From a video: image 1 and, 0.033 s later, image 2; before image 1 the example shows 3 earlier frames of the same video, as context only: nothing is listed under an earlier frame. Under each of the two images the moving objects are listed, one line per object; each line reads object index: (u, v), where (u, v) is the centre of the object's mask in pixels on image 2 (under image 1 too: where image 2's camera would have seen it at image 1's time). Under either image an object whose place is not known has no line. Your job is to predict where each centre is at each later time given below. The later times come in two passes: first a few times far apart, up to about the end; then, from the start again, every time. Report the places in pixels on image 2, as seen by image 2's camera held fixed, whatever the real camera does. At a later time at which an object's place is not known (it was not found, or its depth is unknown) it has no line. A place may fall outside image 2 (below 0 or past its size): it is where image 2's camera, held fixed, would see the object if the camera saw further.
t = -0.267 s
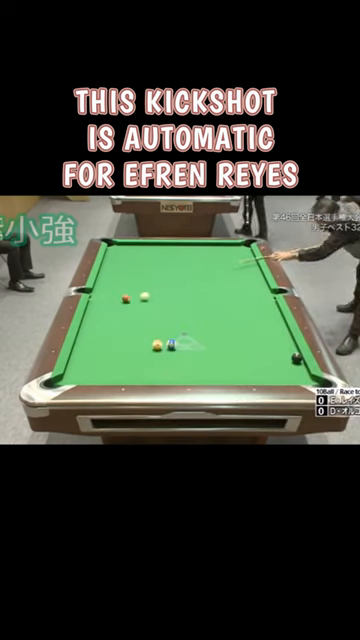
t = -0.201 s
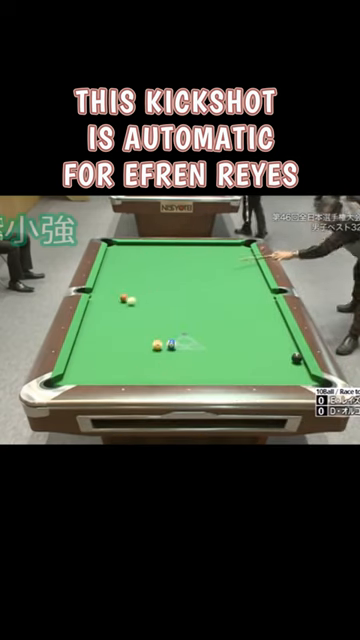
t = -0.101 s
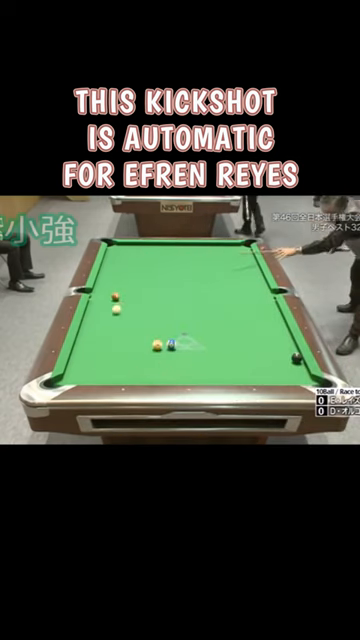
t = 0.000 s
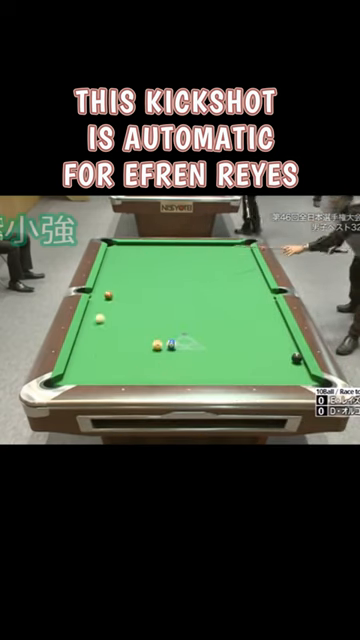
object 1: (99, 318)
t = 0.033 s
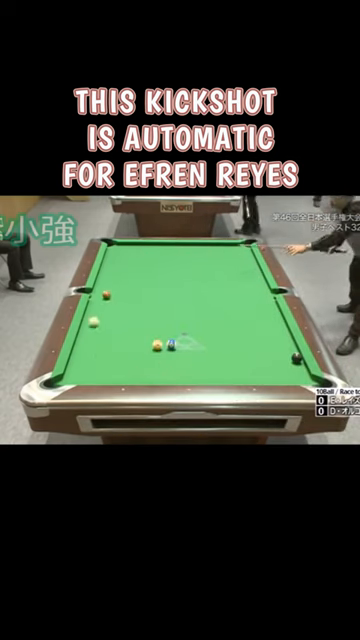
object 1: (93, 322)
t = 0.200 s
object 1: (92, 337)
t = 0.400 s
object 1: (105, 358)
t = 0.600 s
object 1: (122, 377)
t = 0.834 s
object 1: (156, 362)
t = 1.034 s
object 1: (182, 351)
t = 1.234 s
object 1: (206, 341)
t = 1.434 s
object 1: (227, 332)
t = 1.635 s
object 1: (247, 324)
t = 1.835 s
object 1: (265, 316)
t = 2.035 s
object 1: (272, 309)
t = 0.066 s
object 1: (87, 325)
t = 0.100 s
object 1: (84, 328)
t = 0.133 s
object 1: (87, 331)
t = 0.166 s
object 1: (89, 334)
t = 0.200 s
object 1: (92, 337)
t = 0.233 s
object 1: (94, 341)
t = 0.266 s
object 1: (96, 344)
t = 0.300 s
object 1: (98, 347)
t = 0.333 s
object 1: (101, 351)
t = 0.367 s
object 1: (103, 354)
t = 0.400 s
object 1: (105, 358)
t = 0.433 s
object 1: (107, 362)
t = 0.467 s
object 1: (110, 366)
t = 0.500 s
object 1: (112, 369)
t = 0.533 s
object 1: (115, 373)
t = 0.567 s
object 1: (117, 376)
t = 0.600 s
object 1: (122, 377)
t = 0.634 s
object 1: (127, 375)
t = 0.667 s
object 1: (133, 373)
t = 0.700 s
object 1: (137, 370)
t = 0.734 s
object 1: (142, 368)
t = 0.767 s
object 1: (147, 366)
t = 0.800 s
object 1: (152, 364)
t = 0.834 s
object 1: (156, 362)
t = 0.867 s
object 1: (161, 360)
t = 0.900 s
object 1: (165, 359)
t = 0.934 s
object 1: (170, 357)
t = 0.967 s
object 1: (174, 355)
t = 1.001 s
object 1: (178, 353)
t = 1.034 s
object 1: (182, 351)
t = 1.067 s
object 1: (186, 349)
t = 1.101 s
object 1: (190, 348)
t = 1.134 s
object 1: (194, 346)
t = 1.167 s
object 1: (198, 344)
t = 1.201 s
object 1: (202, 343)
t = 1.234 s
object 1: (206, 341)
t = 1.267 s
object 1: (210, 339)
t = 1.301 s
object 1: (213, 338)
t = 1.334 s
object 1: (217, 336)
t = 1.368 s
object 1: (221, 335)
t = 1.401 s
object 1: (224, 333)
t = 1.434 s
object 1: (227, 332)
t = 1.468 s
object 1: (231, 331)
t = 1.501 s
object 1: (234, 329)
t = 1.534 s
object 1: (237, 328)
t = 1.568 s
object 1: (241, 326)
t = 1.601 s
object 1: (244, 325)
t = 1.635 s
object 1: (247, 324)
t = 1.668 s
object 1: (250, 322)
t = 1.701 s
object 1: (253, 321)
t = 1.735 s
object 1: (256, 320)
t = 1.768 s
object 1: (260, 319)
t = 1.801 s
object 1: (263, 317)
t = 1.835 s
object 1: (265, 316)
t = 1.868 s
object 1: (268, 315)
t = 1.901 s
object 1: (271, 313)
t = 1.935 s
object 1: (274, 312)
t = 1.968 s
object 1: (276, 311)
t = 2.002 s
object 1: (275, 310)
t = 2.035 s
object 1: (272, 309)
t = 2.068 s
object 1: (269, 308)
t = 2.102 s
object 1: (267, 307)
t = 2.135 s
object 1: (267, 307)
